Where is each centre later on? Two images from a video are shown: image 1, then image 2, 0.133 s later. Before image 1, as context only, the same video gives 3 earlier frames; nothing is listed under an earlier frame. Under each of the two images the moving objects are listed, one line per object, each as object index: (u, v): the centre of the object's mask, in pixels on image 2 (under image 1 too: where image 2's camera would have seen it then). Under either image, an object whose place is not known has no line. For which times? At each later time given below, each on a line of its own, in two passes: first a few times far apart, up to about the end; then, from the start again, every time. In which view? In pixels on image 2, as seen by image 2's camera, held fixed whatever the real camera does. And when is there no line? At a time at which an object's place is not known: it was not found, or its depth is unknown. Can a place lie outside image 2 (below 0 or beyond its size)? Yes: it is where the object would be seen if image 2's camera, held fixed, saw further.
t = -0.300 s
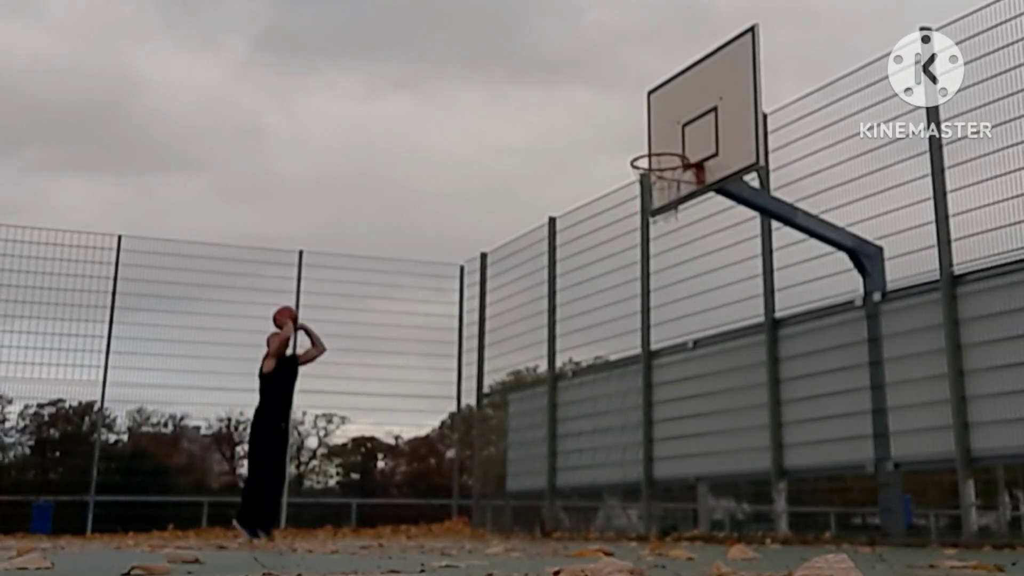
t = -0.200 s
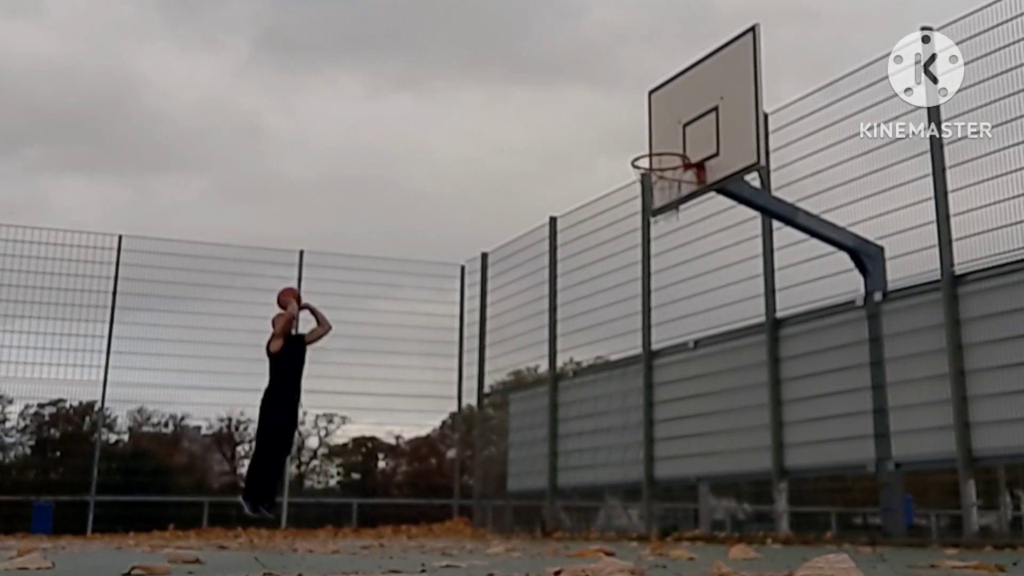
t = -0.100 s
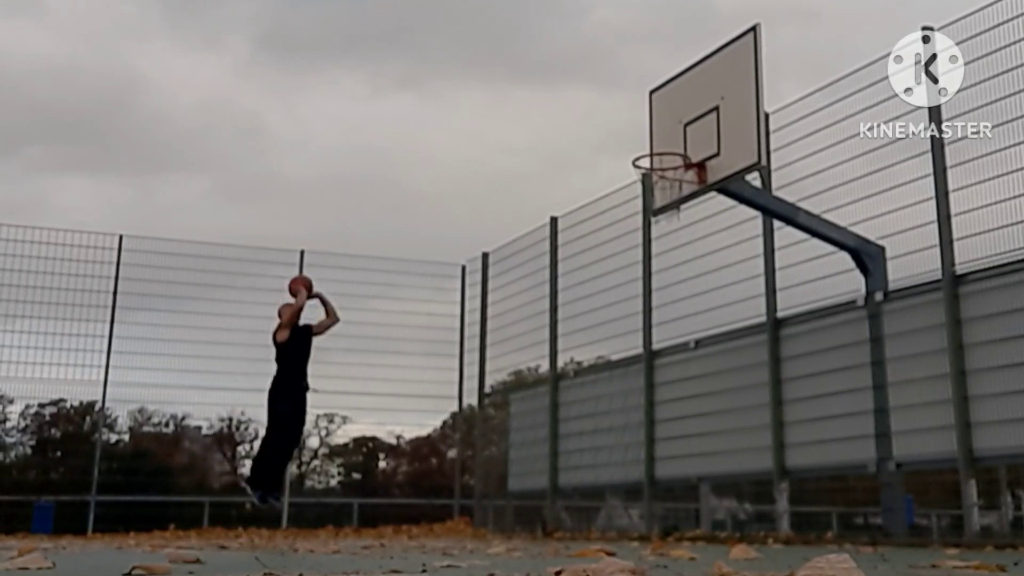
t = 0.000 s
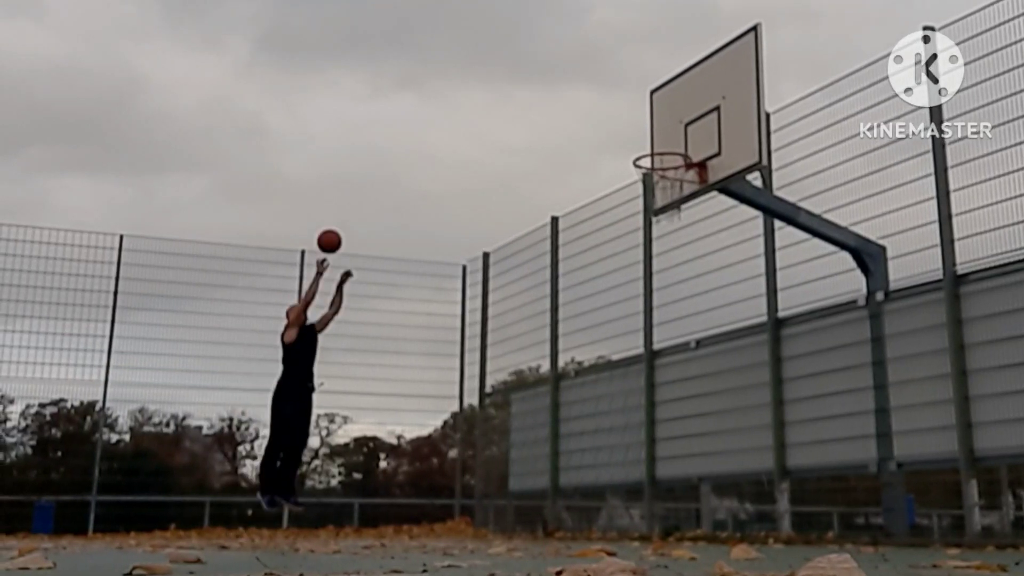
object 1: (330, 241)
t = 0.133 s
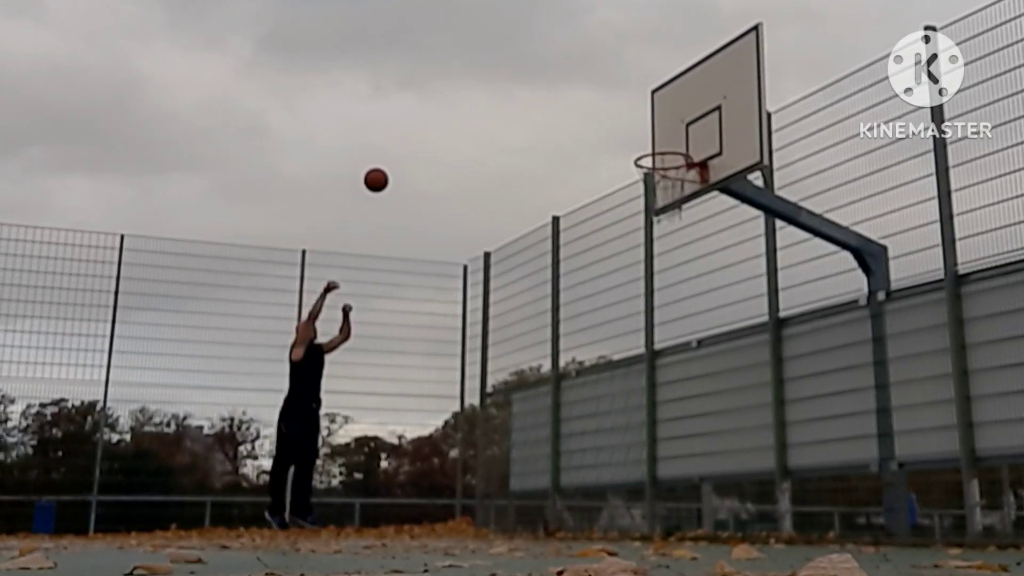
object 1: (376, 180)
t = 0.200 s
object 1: (399, 156)
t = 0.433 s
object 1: (478, 104)
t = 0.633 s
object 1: (549, 102)
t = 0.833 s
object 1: (623, 144)
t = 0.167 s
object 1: (387, 167)
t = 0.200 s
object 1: (399, 156)
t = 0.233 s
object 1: (410, 145)
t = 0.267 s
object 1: (421, 136)
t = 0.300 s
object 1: (433, 127)
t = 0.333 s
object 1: (444, 120)
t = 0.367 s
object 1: (455, 114)
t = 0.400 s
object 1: (467, 109)
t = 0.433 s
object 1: (478, 104)
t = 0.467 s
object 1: (490, 101)
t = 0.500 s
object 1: (501, 99)
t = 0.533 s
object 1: (513, 98)
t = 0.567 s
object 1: (525, 98)
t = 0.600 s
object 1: (537, 100)
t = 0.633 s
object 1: (549, 102)
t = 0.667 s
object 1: (561, 106)
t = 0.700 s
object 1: (573, 111)
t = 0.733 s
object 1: (585, 118)
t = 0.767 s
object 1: (598, 125)
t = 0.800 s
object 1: (610, 134)
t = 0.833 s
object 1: (623, 144)
